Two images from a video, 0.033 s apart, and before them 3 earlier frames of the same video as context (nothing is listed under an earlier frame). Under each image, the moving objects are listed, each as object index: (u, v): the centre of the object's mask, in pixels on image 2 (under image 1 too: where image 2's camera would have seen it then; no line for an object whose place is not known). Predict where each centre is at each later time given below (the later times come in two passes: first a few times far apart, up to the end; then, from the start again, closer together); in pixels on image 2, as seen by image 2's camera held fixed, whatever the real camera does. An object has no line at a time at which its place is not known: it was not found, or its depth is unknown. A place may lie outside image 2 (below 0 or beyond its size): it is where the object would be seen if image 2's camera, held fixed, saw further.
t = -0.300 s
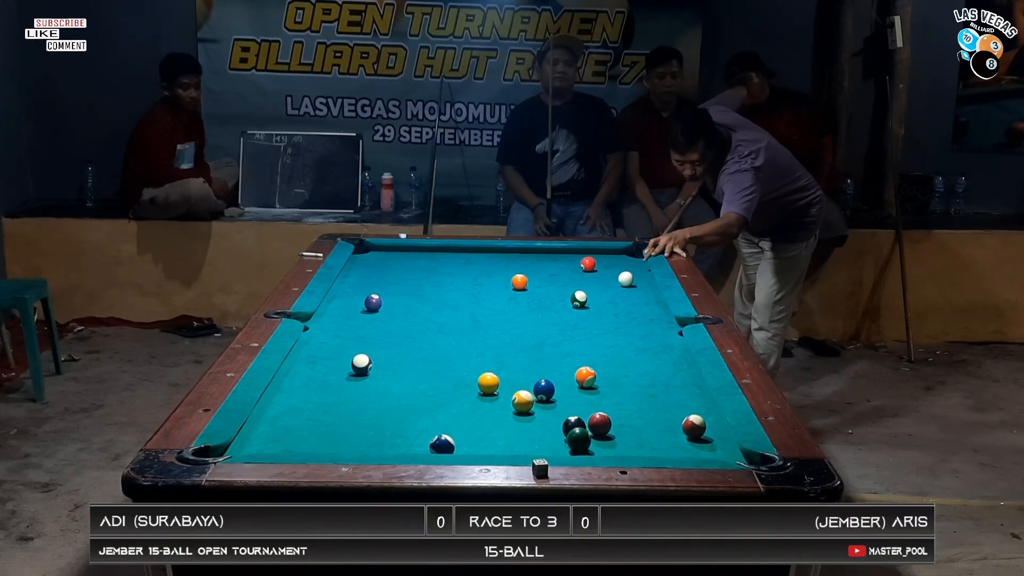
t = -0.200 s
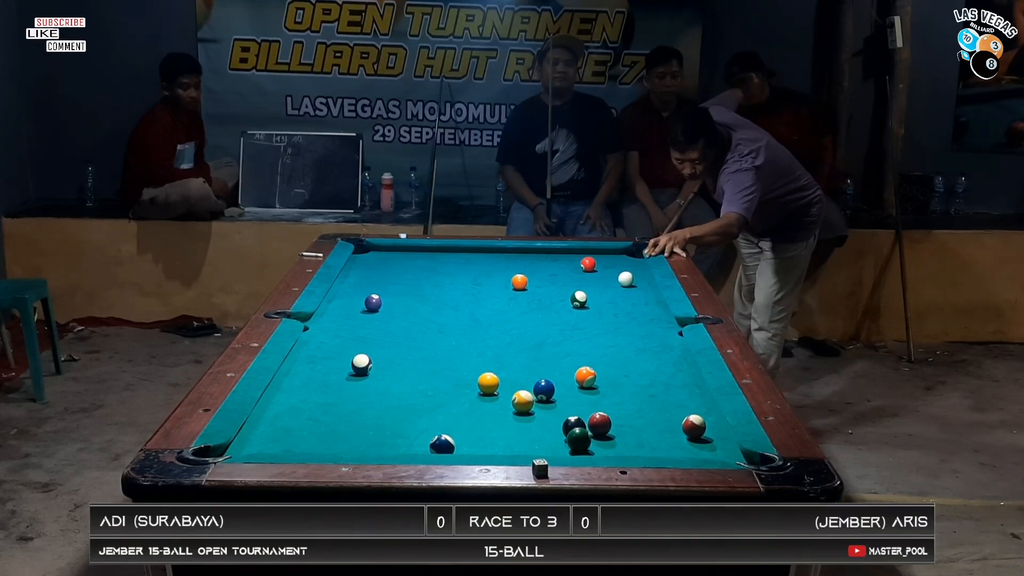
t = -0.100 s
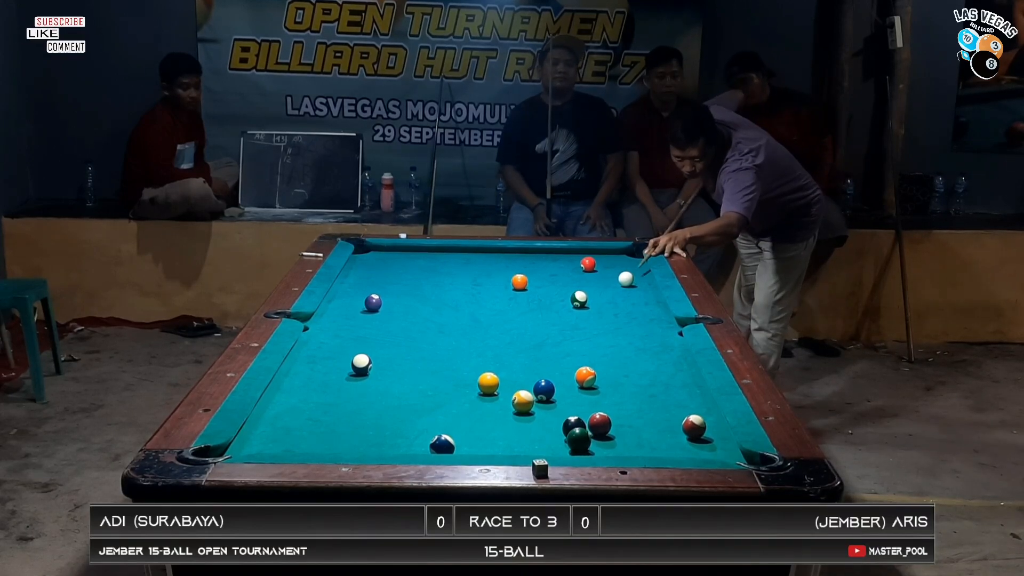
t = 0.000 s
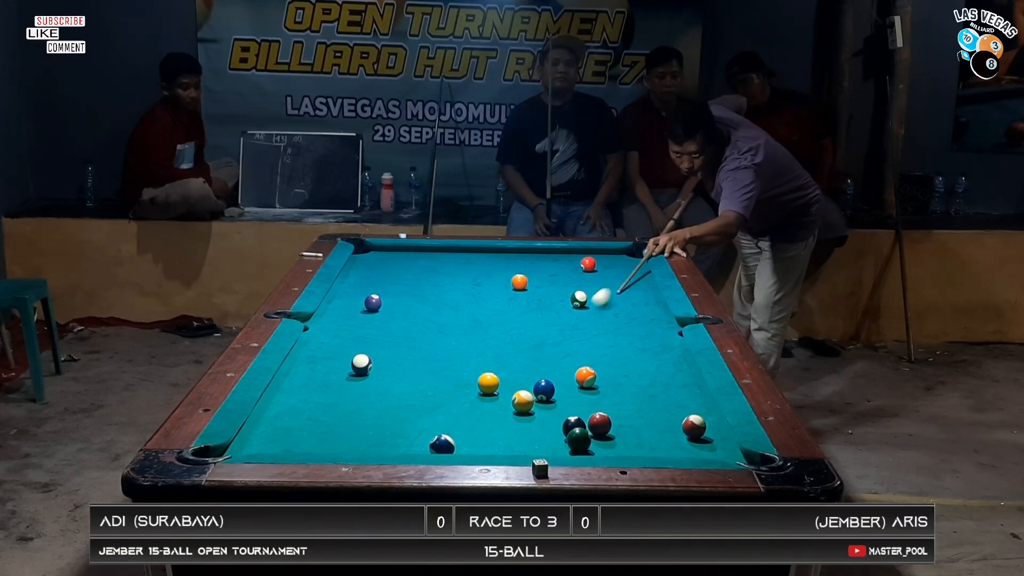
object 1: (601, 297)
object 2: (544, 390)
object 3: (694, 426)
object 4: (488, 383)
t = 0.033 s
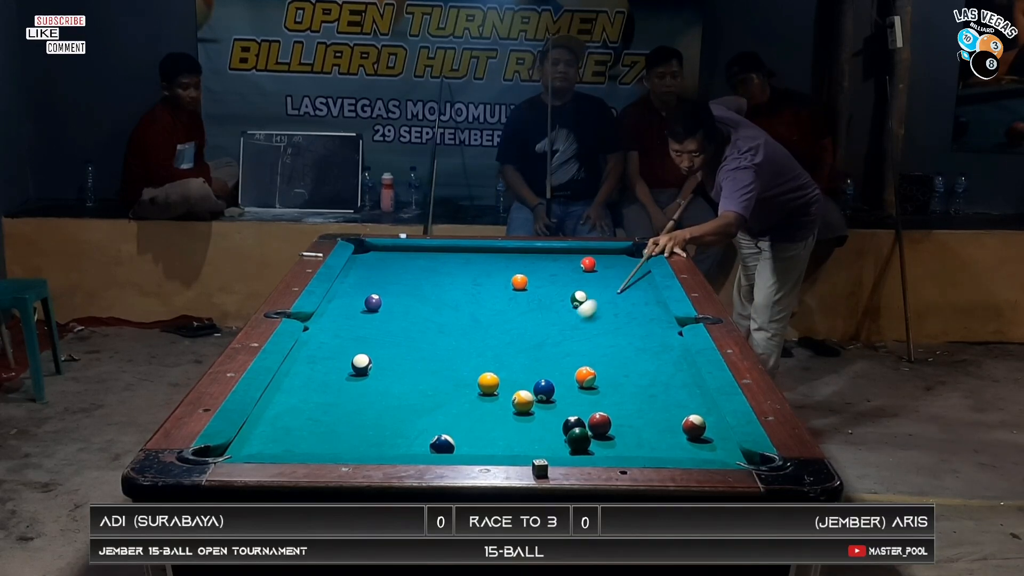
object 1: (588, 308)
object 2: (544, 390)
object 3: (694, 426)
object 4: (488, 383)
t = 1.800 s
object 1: (568, 372)
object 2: (666, 448)
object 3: (649, 426)
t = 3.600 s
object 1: (568, 372)
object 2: (621, 446)
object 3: (640, 427)
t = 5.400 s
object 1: (568, 372)
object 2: (621, 446)
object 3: (640, 427)
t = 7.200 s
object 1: (568, 372)
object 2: (621, 446)
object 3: (640, 427)
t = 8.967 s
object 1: (568, 372)
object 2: (621, 446)
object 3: (640, 428)
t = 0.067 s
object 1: (573, 320)
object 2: (544, 390)
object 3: (694, 426)
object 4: (488, 383)
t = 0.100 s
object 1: (558, 333)
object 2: (544, 390)
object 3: (694, 426)
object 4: (488, 383)
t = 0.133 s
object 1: (542, 345)
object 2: (544, 390)
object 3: (694, 426)
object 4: (488, 383)
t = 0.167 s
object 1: (525, 359)
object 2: (544, 390)
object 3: (694, 426)
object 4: (488, 383)
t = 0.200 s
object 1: (508, 373)
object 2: (544, 390)
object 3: (694, 426)
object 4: (488, 383)
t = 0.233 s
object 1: (515, 381)
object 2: (544, 390)
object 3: (694, 426)
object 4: (463, 387)
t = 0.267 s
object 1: (527, 384)
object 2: (547, 390)
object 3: (694, 426)
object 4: (432, 398)
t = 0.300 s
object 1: (528, 384)
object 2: (560, 394)
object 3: (694, 426)
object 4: (399, 408)
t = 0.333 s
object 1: (530, 384)
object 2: (571, 397)
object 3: (694, 426)
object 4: (367, 418)
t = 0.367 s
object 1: (532, 383)
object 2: (581, 401)
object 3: (694, 426)
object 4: (335, 428)
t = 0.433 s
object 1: (535, 383)
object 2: (601, 404)
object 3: (694, 426)
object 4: (274, 444)
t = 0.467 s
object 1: (537, 382)
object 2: (612, 408)
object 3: (694, 426)
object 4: (241, 450)
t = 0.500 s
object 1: (538, 381)
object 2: (621, 412)
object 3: (694, 426)
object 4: (212, 455)
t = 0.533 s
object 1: (540, 381)
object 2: (632, 415)
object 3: (694, 426)
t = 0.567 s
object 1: (541, 380)
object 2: (642, 419)
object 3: (694, 426)
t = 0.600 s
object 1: (543, 380)
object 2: (652, 422)
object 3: (694, 426)
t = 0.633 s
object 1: (545, 379)
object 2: (662, 425)
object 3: (694, 426)
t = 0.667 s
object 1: (546, 379)
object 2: (671, 428)
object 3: (695, 426)
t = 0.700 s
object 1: (548, 378)
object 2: (675, 432)
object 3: (702, 426)
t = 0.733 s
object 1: (549, 378)
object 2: (680, 435)
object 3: (706, 426)
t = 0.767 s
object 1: (550, 378)
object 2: (684, 439)
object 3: (711, 426)
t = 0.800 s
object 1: (552, 377)
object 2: (689, 442)
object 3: (716, 426)
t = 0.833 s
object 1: (553, 377)
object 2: (693, 445)
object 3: (713, 426)
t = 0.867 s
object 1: (554, 376)
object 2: (698, 447)
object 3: (710, 426)
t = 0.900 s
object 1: (556, 376)
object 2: (703, 449)
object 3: (707, 426)
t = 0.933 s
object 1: (557, 376)
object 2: (708, 452)
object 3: (704, 426)
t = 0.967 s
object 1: (558, 376)
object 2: (714, 453)
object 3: (701, 426)
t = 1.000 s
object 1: (559, 375)
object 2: (718, 454)
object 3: (698, 425)
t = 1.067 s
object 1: (561, 375)
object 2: (726, 453)
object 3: (693, 425)
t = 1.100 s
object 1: (562, 374)
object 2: (730, 453)
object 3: (690, 425)
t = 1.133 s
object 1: (563, 374)
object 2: (732, 452)
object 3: (687, 425)
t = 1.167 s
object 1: (563, 374)
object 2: (730, 452)
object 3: (685, 425)
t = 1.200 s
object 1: (564, 374)
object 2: (726, 452)
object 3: (682, 425)
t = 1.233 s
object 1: (565, 374)
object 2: (722, 451)
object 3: (679, 425)
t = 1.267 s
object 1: (566, 373)
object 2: (718, 451)
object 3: (677, 425)
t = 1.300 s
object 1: (566, 373)
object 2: (714, 450)
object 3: (675, 425)
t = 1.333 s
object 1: (567, 373)
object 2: (710, 450)
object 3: (673, 425)
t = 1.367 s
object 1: (567, 373)
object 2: (707, 449)
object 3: (671, 425)
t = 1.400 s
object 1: (567, 373)
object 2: (703, 449)
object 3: (669, 425)
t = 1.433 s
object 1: (568, 373)
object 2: (700, 449)
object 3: (667, 425)
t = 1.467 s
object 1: (568, 372)
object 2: (696, 449)
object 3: (665, 425)
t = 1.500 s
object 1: (568, 372)
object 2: (693, 449)
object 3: (663, 425)
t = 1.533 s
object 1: (568, 372)
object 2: (690, 448)
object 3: (661, 425)
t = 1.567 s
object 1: (568, 372)
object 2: (687, 448)
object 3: (660, 425)
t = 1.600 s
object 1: (568, 372)
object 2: (683, 448)
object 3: (658, 425)
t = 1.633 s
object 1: (568, 372)
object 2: (680, 448)
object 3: (656, 426)
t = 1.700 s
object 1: (568, 372)
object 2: (674, 448)
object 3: (653, 426)
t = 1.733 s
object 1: (568, 372)
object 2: (671, 448)
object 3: (652, 426)
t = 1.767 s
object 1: (568, 372)
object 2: (669, 448)
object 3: (651, 426)
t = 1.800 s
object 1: (568, 372)
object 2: (666, 448)
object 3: (649, 426)
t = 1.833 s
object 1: (568, 372)
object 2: (664, 448)
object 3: (648, 426)
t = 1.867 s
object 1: (568, 372)
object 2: (661, 447)
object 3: (647, 426)
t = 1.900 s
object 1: (568, 372)
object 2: (659, 447)
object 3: (646, 426)
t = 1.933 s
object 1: (568, 372)
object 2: (657, 447)
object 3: (645, 426)
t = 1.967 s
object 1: (568, 372)
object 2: (654, 447)
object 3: (644, 426)
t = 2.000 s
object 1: (568, 372)
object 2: (652, 447)
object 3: (644, 426)
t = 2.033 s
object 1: (568, 372)
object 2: (650, 447)
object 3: (643, 426)
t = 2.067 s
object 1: (568, 372)
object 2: (648, 447)
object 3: (642, 426)
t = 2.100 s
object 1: (568, 372)
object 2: (646, 447)
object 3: (642, 426)
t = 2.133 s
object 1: (568, 372)
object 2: (644, 447)
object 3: (642, 426)
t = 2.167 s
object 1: (568, 372)
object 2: (642, 447)
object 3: (641, 426)
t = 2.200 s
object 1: (568, 372)
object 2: (640, 447)
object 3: (641, 426)
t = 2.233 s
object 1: (568, 372)
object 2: (638, 447)
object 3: (641, 426)
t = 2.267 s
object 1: (568, 372)
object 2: (637, 446)
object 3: (641, 426)
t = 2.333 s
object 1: (568, 372)
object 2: (634, 446)
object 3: (640, 427)
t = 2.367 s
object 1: (568, 372)
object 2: (632, 446)
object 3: (640, 427)
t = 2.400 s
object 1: (568, 372)
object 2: (631, 446)
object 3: (640, 427)
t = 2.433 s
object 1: (568, 372)
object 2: (630, 446)
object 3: (640, 427)
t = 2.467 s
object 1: (568, 372)
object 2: (629, 446)
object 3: (640, 427)
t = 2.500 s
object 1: (568, 372)
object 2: (628, 446)
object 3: (640, 427)
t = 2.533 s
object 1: (568, 372)
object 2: (627, 446)
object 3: (640, 427)
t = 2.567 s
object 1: (568, 372)
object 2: (626, 446)
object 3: (640, 427)
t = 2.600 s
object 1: (568, 372)
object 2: (625, 446)
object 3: (640, 427)
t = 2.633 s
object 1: (568, 372)
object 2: (625, 446)
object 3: (640, 427)
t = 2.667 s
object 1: (568, 372)
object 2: (624, 445)
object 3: (640, 427)
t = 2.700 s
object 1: (568, 372)
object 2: (624, 446)
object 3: (640, 427)
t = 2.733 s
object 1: (568, 372)
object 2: (623, 446)
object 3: (640, 427)
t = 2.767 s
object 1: (568, 372)
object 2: (623, 445)
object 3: (640, 427)
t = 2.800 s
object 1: (568, 372)
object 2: (623, 446)
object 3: (640, 427)
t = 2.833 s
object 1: (568, 372)
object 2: (623, 446)
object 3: (640, 427)
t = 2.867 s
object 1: (568, 372)
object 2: (622, 446)
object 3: (640, 427)
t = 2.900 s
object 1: (568, 372)
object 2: (622, 446)
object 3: (640, 427)
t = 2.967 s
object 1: (568, 372)
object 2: (622, 446)
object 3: (640, 427)
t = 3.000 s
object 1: (568, 372)
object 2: (622, 446)
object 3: (640, 427)
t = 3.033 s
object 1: (568, 372)
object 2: (621, 446)
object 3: (640, 427)
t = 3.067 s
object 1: (568, 372)
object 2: (621, 446)
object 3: (640, 427)
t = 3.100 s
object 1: (568, 372)
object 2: (621, 446)
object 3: (640, 427)
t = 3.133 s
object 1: (568, 372)
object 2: (621, 446)
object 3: (640, 427)
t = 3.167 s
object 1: (568, 372)
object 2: (621, 446)
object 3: (640, 427)
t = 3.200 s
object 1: (568, 372)
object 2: (621, 446)
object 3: (640, 427)
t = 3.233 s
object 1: (568, 372)
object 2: (621, 446)
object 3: (640, 427)
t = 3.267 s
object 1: (568, 372)
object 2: (621, 446)
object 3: (640, 427)
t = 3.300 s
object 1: (568, 372)
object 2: (621, 446)
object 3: (640, 427)
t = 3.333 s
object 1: (568, 372)
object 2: (621, 446)
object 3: (640, 427)
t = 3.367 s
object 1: (568, 372)
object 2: (621, 446)
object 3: (640, 427)
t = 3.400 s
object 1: (568, 372)
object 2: (622, 446)
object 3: (640, 427)
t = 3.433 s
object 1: (568, 372)
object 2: (621, 446)
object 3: (640, 427)
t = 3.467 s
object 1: (568, 372)
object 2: (621, 446)
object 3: (640, 427)
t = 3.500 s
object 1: (568, 372)
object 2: (622, 446)
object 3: (640, 427)
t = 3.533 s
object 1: (568, 372)
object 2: (621, 446)
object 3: (640, 427)
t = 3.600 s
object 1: (568, 372)
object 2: (621, 446)
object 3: (640, 427)
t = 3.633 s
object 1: (568, 372)
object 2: (621, 446)
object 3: (640, 427)
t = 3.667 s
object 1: (568, 372)
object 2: (621, 446)
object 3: (640, 427)
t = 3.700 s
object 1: (568, 372)
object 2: (621, 446)
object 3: (640, 427)
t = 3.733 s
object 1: (568, 372)
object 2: (621, 446)
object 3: (640, 427)
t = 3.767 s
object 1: (568, 372)
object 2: (621, 446)
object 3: (640, 427)
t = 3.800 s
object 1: (568, 372)
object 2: (621, 446)
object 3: (640, 427)
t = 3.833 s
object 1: (568, 372)
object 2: (621, 446)
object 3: (640, 427)
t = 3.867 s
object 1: (568, 372)
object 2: (621, 446)
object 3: (640, 427)
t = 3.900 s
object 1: (568, 372)
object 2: (621, 446)
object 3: (640, 427)
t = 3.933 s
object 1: (568, 372)
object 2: (621, 446)
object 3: (640, 427)
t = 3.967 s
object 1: (568, 372)
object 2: (621, 446)
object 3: (640, 427)
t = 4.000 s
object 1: (568, 372)
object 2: (621, 446)
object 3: (640, 427)
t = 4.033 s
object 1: (568, 372)
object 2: (621, 446)
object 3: (640, 427)
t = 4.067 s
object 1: (568, 372)
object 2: (621, 446)
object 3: (640, 427)
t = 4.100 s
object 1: (568, 372)
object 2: (621, 446)
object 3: (640, 427)
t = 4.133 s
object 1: (568, 372)
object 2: (621, 446)
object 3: (640, 427)
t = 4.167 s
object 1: (568, 372)
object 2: (621, 446)
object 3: (640, 427)
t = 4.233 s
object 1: (568, 372)
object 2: (621, 446)
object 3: (640, 427)
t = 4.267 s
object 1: (568, 372)
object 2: (621, 446)
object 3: (640, 427)
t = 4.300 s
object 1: (568, 372)
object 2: (621, 446)
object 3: (640, 427)
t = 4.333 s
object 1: (568, 372)
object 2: (621, 446)
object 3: (640, 427)
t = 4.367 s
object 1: (568, 372)
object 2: (621, 446)
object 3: (640, 428)
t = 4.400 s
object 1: (568, 372)
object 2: (621, 446)
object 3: (640, 427)
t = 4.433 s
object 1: (568, 372)
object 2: (621, 446)
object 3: (640, 428)
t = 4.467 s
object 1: (568, 372)
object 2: (621, 446)
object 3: (640, 428)
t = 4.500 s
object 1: (568, 372)
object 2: (621, 446)
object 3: (640, 428)
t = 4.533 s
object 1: (568, 372)
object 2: (621, 446)
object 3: (640, 428)
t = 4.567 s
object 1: (568, 372)
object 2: (621, 446)
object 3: (640, 428)
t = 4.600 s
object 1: (568, 372)
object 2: (621, 446)
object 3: (640, 428)
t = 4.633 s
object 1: (568, 372)
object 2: (621, 446)
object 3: (640, 427)
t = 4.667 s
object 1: (568, 372)
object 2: (621, 446)
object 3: (640, 428)
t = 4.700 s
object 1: (568, 372)
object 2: (621, 446)
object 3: (640, 428)
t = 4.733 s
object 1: (568, 372)
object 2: (621, 446)
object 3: (640, 428)
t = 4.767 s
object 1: (568, 372)
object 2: (621, 446)
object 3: (640, 427)
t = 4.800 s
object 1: (568, 372)
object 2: (621, 446)
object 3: (640, 428)
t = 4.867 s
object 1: (568, 372)
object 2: (621, 446)
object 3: (640, 428)
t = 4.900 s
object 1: (568, 372)
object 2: (621, 446)
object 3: (640, 427)
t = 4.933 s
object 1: (568, 372)
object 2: (621, 446)
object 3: (640, 428)
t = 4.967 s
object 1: (568, 372)
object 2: (621, 446)
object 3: (640, 427)
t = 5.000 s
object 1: (568, 372)
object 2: (621, 446)
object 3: (640, 427)
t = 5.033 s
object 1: (568, 372)
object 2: (621, 446)
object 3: (640, 427)
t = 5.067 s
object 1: (568, 372)
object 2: (621, 446)
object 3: (640, 427)
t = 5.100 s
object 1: (568, 372)
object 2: (621, 446)
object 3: (640, 428)
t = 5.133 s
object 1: (568, 372)
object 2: (621, 446)
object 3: (640, 427)
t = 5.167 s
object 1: (568, 372)
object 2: (621, 446)
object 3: (640, 428)
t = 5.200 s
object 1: (568, 372)
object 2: (621, 446)
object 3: (640, 427)
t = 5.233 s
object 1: (568, 372)
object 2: (621, 446)
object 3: (640, 427)
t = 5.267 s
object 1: (568, 372)
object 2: (621, 446)
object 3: (640, 427)
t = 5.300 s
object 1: (568, 372)
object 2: (621, 446)
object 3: (640, 427)
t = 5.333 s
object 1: (568, 372)
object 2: (621, 446)
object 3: (640, 427)
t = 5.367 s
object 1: (568, 372)
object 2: (621, 446)
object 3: (640, 427)
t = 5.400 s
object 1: (568, 372)
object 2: (621, 446)
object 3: (640, 427)
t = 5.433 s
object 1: (568, 372)
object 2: (621, 446)
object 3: (640, 427)
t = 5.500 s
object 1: (568, 372)
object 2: (621, 446)
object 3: (640, 427)
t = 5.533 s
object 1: (568, 372)
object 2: (621, 446)
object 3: (640, 427)
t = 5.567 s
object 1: (568, 372)
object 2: (621, 446)
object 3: (640, 427)
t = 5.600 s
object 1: (568, 372)
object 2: (621, 446)
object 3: (640, 427)
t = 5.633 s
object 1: (568, 372)
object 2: (621, 446)
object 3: (640, 427)
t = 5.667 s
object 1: (568, 372)
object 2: (621, 446)
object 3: (640, 427)
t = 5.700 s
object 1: (568, 372)
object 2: (621, 446)
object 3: (640, 427)
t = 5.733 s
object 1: (568, 372)
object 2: (621, 446)
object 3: (640, 427)
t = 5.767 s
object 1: (568, 372)
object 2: (621, 446)
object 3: (640, 427)
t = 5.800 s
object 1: (568, 372)
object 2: (621, 446)
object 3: (640, 427)
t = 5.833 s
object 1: (568, 372)
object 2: (621, 446)
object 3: (640, 427)
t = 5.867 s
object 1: (568, 372)
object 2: (621, 446)
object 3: (640, 427)
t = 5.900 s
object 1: (568, 372)
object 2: (621, 446)
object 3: (640, 427)
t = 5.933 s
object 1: (568, 372)
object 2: (621, 446)
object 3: (640, 427)
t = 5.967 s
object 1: (568, 372)
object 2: (621, 446)
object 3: (640, 427)
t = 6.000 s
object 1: (568, 372)
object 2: (621, 446)
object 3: (640, 427)
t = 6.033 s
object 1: (568, 372)
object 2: (621, 446)
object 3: (640, 427)
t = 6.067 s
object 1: (568, 372)
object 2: (621, 446)
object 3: (640, 427)
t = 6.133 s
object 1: (568, 372)
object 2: (621, 446)
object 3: (640, 427)
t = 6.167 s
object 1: (568, 372)
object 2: (621, 446)
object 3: (640, 427)
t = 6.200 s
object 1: (568, 372)
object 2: (621, 446)
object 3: (640, 427)
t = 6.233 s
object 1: (568, 372)
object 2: (621, 446)
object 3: (640, 427)
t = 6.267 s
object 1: (568, 372)
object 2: (621, 446)
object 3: (640, 427)
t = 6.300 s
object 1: (568, 372)
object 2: (621, 446)
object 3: (640, 427)
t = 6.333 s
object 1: (568, 372)
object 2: (621, 446)
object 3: (640, 427)
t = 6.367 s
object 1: (568, 372)
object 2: (621, 446)
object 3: (640, 427)
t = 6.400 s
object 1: (568, 372)
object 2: (621, 446)
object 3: (640, 427)
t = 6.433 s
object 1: (568, 372)
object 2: (621, 446)
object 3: (640, 427)
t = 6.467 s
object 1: (568, 372)
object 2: (621, 446)
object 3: (640, 427)
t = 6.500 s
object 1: (568, 372)
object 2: (621, 446)
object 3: (640, 427)
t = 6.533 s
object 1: (568, 372)
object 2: (621, 446)
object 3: (640, 427)
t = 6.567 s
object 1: (568, 372)
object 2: (621, 446)
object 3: (640, 427)
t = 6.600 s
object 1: (568, 372)
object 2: (621, 446)
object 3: (640, 427)
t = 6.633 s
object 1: (568, 372)
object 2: (621, 446)
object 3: (640, 427)
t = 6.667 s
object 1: (568, 372)
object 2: (621, 446)
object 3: (640, 427)
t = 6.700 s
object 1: (568, 372)
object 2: (621, 446)
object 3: (640, 427)
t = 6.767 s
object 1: (568, 372)
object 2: (621, 446)
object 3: (640, 427)
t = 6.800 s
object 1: (568, 372)
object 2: (621, 446)
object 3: (640, 427)
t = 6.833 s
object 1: (568, 372)
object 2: (621, 446)
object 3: (640, 427)
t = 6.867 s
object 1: (568, 372)
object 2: (621, 446)
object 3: (640, 427)
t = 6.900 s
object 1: (568, 372)
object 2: (621, 446)
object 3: (640, 427)
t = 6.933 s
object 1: (568, 372)
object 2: (621, 446)
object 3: (640, 427)
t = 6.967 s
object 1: (568, 372)
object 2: (621, 446)
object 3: (640, 427)
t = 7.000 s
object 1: (568, 372)
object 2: (621, 446)
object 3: (640, 427)
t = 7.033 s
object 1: (568, 372)
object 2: (621, 446)
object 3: (640, 427)
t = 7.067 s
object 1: (568, 372)
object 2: (621, 446)
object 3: (640, 428)
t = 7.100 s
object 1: (568, 372)
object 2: (621, 446)
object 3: (640, 427)
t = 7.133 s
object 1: (568, 372)
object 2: (621, 446)
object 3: (640, 427)
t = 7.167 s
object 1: (568, 372)
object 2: (621, 446)
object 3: (640, 427)
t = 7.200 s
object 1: (568, 372)
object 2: (621, 446)
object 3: (640, 427)
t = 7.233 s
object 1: (568, 372)
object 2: (621, 446)
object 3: (640, 427)
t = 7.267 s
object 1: (568, 372)
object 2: (621, 446)
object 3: (640, 428)
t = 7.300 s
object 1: (568, 372)
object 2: (621, 446)
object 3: (640, 427)
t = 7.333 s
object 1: (568, 372)
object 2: (621, 446)
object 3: (640, 427)
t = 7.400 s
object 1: (568, 372)
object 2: (621, 446)
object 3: (640, 428)
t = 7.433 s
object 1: (568, 372)
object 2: (621, 446)
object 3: (640, 428)
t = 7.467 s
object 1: (568, 372)
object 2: (621, 446)
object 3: (640, 428)
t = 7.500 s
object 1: (568, 372)
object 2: (621, 446)
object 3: (640, 427)
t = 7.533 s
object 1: (568, 372)
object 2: (621, 446)
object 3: (640, 427)
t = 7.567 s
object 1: (568, 372)
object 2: (621, 446)
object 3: (640, 427)
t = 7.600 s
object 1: (568, 372)
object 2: (621, 446)
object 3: (640, 428)
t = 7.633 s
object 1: (568, 372)
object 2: (621, 446)
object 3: (640, 427)
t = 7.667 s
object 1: (568, 372)
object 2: (621, 446)
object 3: (640, 428)
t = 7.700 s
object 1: (568, 372)
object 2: (621, 446)
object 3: (640, 428)
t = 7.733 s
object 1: (568, 372)
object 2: (621, 446)
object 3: (640, 428)
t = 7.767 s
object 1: (568, 372)
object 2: (621, 446)
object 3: (640, 428)
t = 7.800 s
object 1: (568, 372)
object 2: (621, 446)
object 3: (640, 428)
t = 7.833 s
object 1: (568, 372)
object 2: (621, 446)
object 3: (640, 427)
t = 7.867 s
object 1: (568, 372)
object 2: (621, 446)
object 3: (640, 427)
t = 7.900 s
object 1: (568, 372)
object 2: (621, 446)
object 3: (640, 428)
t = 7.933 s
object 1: (568, 372)
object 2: (621, 446)
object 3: (640, 427)
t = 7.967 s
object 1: (568, 372)
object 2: (621, 446)
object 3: (640, 428)
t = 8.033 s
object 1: (568, 372)
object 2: (621, 446)
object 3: (640, 428)
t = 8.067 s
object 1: (568, 372)
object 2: (621, 446)
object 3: (640, 427)
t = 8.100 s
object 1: (568, 372)
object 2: (621, 446)
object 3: (640, 427)
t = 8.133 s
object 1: (568, 372)
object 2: (621, 446)
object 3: (640, 427)
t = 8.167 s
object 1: (568, 372)
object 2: (621, 446)
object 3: (640, 427)
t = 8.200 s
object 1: (568, 372)
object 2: (621, 446)
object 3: (640, 427)
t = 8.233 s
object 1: (568, 372)
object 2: (621, 446)
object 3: (640, 427)
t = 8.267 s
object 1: (568, 372)
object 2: (621, 446)
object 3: (640, 427)
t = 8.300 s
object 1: (568, 372)
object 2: (621, 446)
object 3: (640, 427)
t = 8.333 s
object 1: (568, 372)
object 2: (621, 446)
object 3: (640, 427)
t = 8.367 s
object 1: (568, 372)
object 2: (621, 446)
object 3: (640, 427)
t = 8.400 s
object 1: (568, 372)
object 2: (621, 446)
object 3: (640, 427)
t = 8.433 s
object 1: (568, 372)
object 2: (621, 446)
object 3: (640, 427)
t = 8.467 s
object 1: (568, 372)
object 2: (621, 446)
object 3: (640, 427)
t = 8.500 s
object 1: (568, 372)
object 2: (621, 446)
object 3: (640, 427)
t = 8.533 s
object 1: (568, 372)
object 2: (621, 446)
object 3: (640, 428)
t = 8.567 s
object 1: (568, 372)
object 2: (621, 446)
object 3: (640, 427)
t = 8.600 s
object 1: (568, 372)
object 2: (621, 446)
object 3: (640, 427)
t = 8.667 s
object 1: (568, 372)
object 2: (621, 446)
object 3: (640, 428)
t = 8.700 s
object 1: (568, 372)
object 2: (621, 446)
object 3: (640, 428)
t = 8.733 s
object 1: (568, 372)
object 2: (621, 446)
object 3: (640, 428)
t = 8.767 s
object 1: (568, 372)
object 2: (621, 446)
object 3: (640, 428)
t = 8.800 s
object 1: (568, 372)
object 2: (621, 446)
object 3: (640, 428)
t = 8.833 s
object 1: (568, 372)
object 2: (621, 446)
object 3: (640, 428)
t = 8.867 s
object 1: (568, 372)
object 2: (621, 446)
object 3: (640, 428)
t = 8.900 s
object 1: (568, 372)
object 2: (621, 446)
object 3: (640, 428)
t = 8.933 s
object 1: (568, 372)
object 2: (621, 446)
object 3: (640, 428)
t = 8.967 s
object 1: (568, 372)
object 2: (621, 446)
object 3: (640, 428)
